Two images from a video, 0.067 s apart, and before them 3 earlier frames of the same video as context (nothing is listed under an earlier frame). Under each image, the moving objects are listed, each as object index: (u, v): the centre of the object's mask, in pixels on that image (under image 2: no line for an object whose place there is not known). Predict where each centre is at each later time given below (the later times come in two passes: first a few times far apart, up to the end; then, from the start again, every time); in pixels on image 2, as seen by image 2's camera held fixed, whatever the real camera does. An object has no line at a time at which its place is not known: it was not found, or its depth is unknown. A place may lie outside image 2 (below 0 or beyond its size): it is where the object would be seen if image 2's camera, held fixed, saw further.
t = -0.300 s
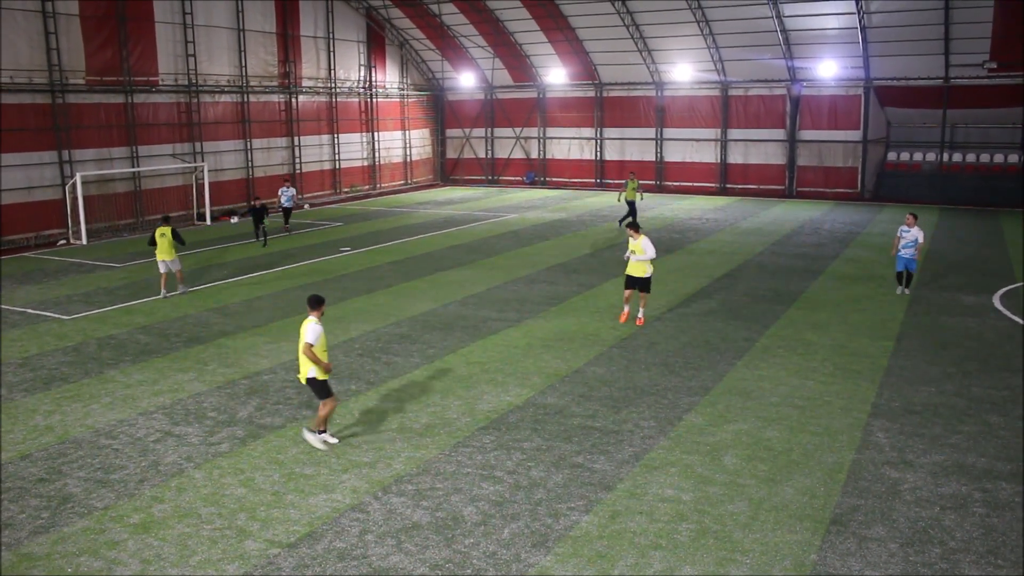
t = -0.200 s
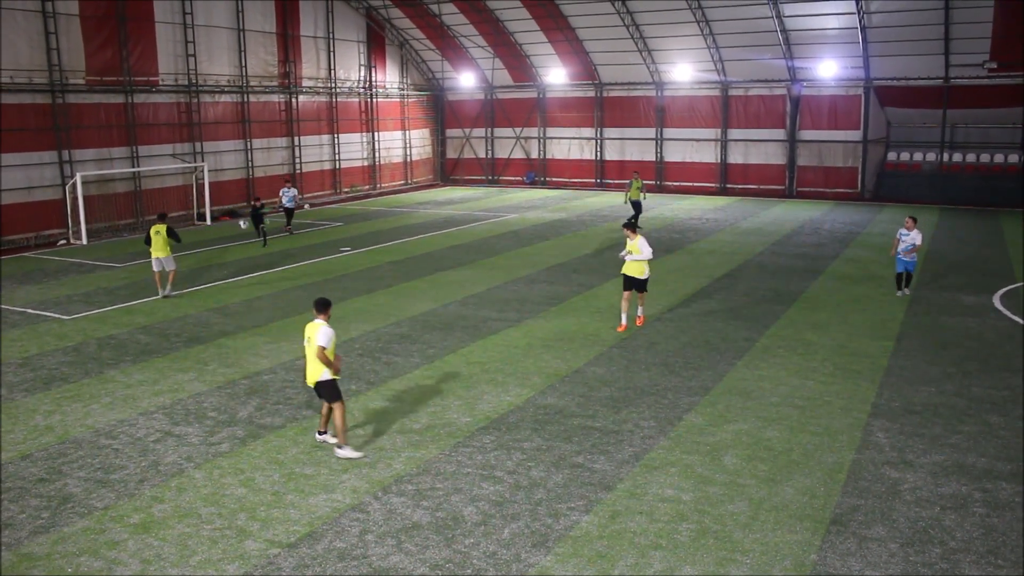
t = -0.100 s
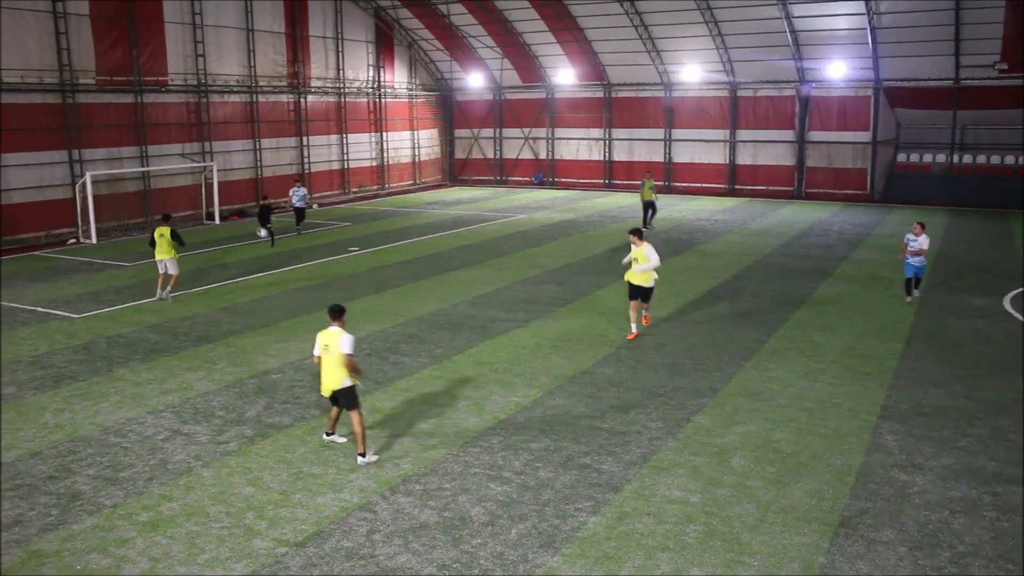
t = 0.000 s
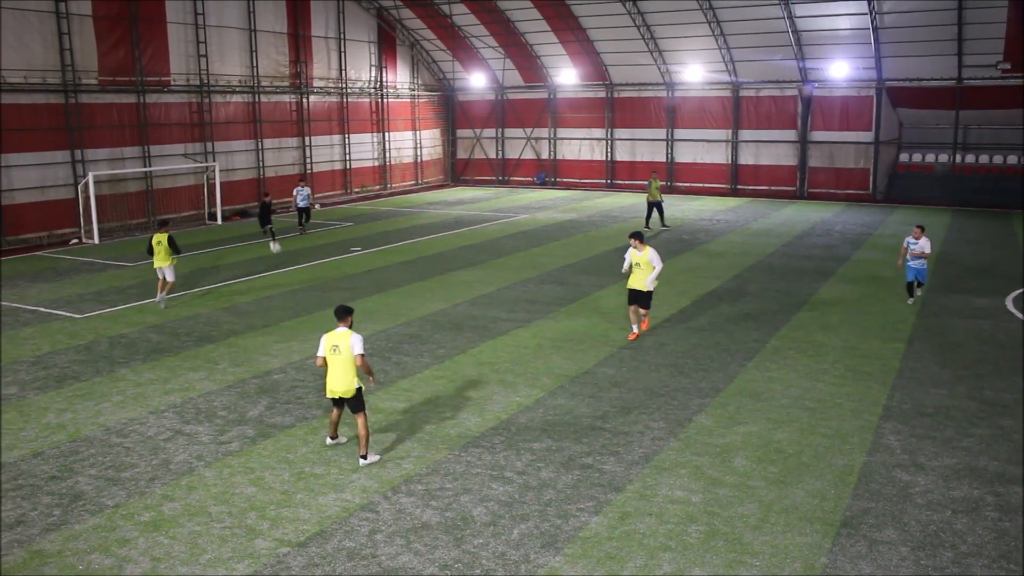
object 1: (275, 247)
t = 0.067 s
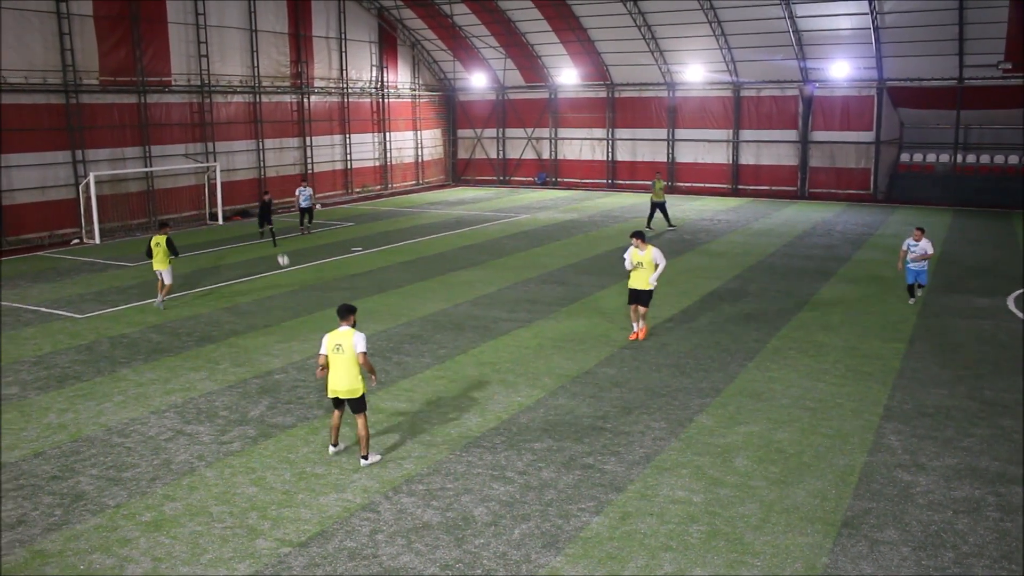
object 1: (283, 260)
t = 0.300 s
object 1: (305, 284)
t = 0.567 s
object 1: (327, 305)
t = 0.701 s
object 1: (340, 336)
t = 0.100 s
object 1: (287, 267)
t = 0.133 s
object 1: (291, 276)
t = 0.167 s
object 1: (295, 285)
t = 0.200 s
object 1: (298, 288)
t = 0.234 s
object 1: (300, 286)
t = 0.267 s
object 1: (302, 285)
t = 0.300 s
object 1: (305, 284)
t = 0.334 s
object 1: (307, 285)
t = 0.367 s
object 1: (310, 285)
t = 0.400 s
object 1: (312, 287)
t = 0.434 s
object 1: (315, 289)
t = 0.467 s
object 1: (318, 291)
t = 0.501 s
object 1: (321, 295)
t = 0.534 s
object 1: (324, 299)
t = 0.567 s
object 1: (327, 305)
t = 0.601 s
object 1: (330, 311)
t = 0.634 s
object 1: (332, 318)
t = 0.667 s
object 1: (336, 326)
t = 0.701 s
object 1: (340, 336)
